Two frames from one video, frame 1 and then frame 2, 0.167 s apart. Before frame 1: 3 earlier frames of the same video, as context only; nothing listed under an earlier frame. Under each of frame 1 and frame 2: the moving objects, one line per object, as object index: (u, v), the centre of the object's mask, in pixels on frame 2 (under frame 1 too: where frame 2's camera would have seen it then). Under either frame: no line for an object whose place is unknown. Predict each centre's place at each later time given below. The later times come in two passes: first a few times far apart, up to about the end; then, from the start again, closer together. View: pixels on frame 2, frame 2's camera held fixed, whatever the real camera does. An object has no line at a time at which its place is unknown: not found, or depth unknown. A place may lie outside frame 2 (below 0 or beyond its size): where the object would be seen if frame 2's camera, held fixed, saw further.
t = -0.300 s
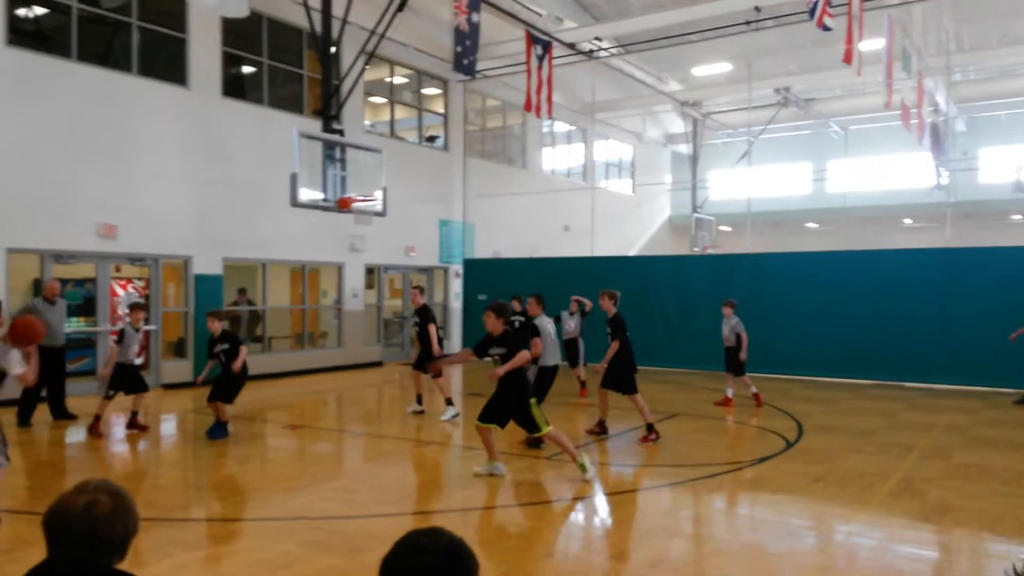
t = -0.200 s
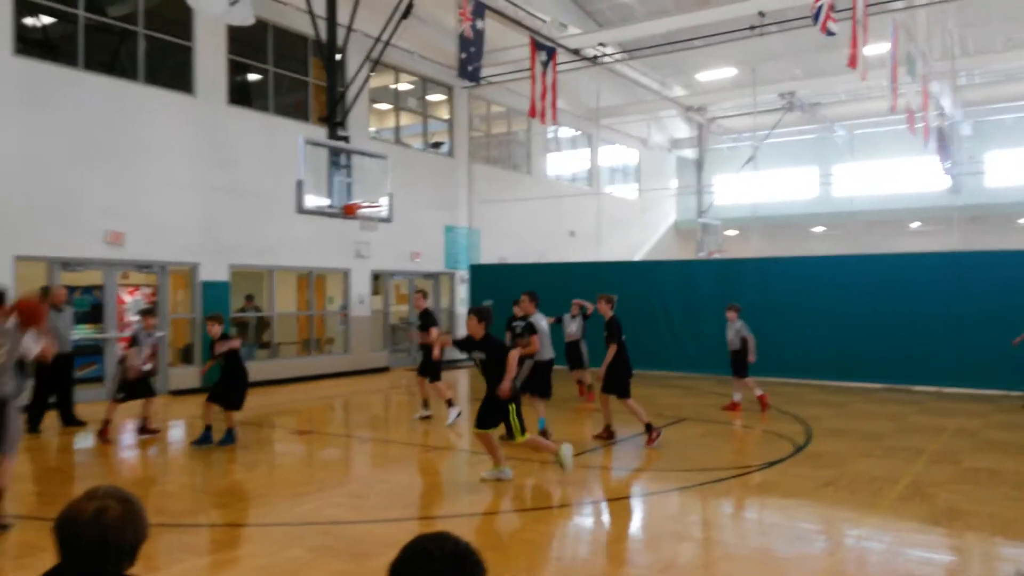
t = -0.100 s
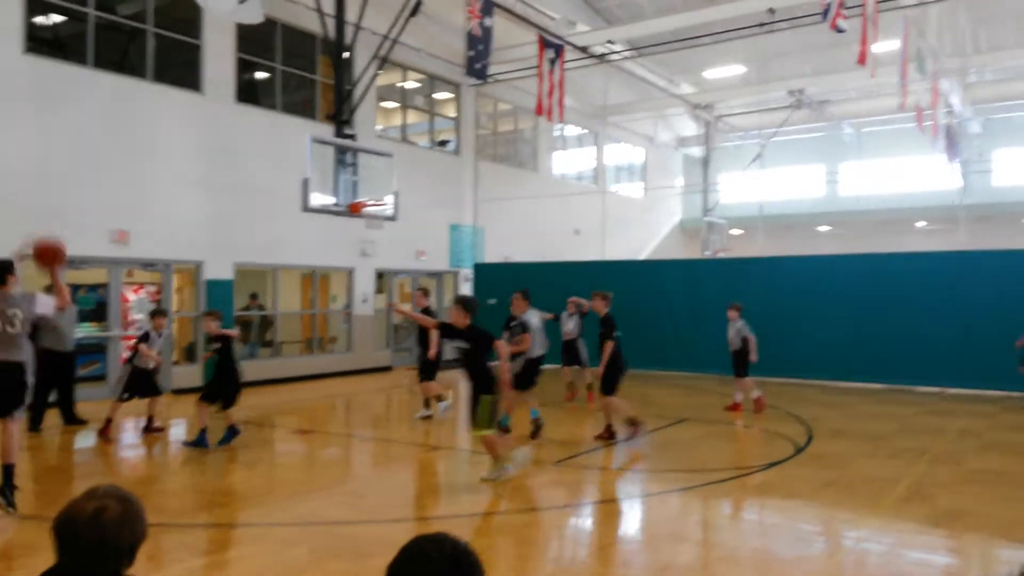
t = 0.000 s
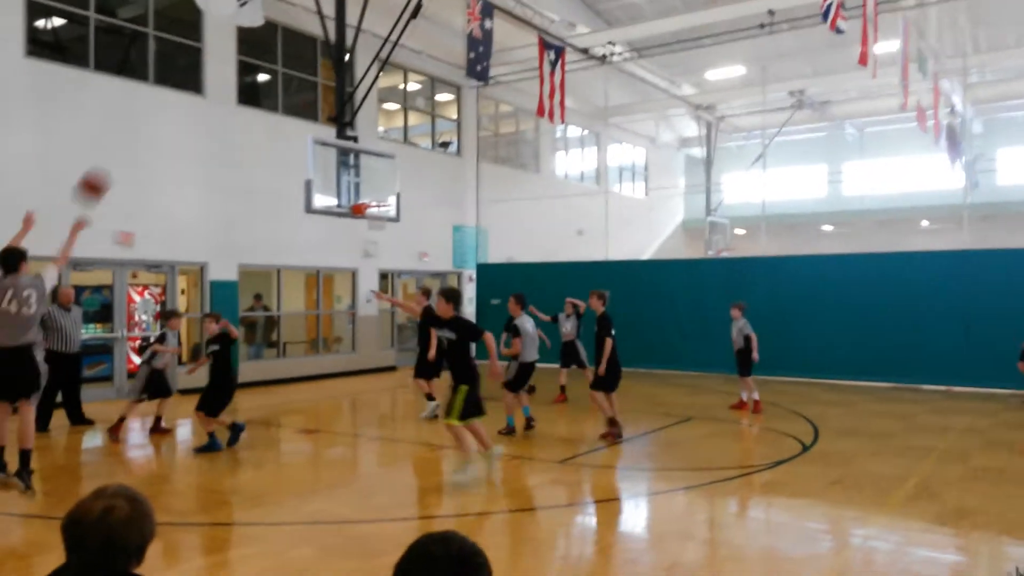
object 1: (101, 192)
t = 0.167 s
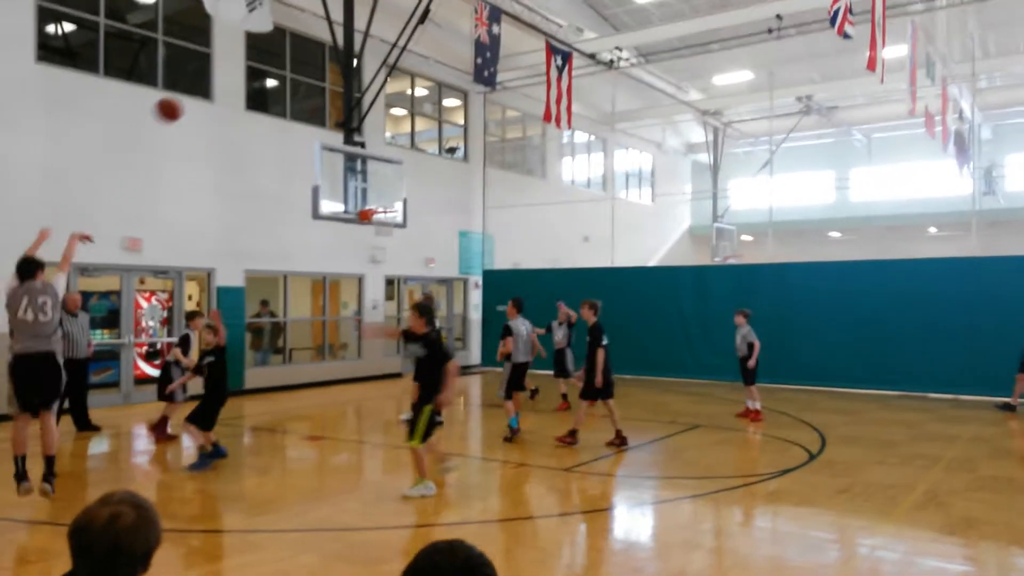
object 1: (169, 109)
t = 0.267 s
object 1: (199, 82)
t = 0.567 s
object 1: (280, 67)
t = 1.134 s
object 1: (372, 201)
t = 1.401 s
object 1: (409, 152)
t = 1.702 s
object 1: (448, 150)
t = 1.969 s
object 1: (481, 192)
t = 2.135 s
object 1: (499, 240)
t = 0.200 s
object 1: (181, 98)
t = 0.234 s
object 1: (192, 88)
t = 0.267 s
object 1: (199, 82)
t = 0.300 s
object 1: (210, 77)
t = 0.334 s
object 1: (223, 70)
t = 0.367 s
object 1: (233, 67)
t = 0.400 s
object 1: (241, 64)
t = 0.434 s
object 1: (249, 63)
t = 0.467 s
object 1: (258, 62)
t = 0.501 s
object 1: (265, 62)
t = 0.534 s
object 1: (272, 63)
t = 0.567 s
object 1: (280, 67)
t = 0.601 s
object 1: (288, 70)
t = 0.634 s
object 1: (294, 73)
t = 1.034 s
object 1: (360, 169)
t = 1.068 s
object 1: (364, 180)
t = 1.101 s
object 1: (368, 192)
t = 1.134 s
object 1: (372, 201)
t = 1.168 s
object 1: (377, 194)
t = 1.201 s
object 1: (382, 185)
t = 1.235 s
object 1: (387, 178)
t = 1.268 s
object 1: (391, 172)
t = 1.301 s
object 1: (396, 165)
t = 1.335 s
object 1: (400, 160)
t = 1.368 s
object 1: (405, 155)
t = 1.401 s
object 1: (409, 152)
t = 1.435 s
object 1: (414, 149)
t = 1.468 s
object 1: (418, 146)
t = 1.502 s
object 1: (422, 145)
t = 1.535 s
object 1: (426, 144)
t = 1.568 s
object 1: (431, 144)
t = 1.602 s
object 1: (435, 144)
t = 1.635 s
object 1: (440, 145)
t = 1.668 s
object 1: (444, 147)
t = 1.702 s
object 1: (448, 150)
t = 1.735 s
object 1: (452, 152)
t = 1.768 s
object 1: (457, 155)
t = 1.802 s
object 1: (460, 160)
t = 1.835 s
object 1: (465, 166)
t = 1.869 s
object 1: (469, 171)
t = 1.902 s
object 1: (473, 178)
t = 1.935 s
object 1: (477, 184)
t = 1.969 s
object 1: (481, 192)
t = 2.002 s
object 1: (485, 201)
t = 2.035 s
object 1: (488, 210)
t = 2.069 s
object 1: (492, 219)
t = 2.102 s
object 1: (495, 229)
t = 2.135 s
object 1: (499, 240)
